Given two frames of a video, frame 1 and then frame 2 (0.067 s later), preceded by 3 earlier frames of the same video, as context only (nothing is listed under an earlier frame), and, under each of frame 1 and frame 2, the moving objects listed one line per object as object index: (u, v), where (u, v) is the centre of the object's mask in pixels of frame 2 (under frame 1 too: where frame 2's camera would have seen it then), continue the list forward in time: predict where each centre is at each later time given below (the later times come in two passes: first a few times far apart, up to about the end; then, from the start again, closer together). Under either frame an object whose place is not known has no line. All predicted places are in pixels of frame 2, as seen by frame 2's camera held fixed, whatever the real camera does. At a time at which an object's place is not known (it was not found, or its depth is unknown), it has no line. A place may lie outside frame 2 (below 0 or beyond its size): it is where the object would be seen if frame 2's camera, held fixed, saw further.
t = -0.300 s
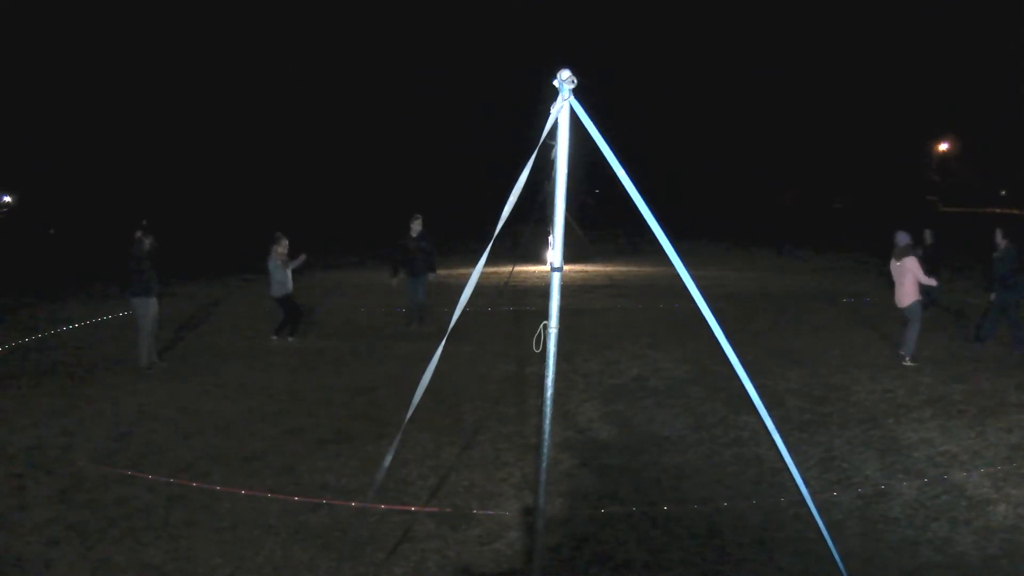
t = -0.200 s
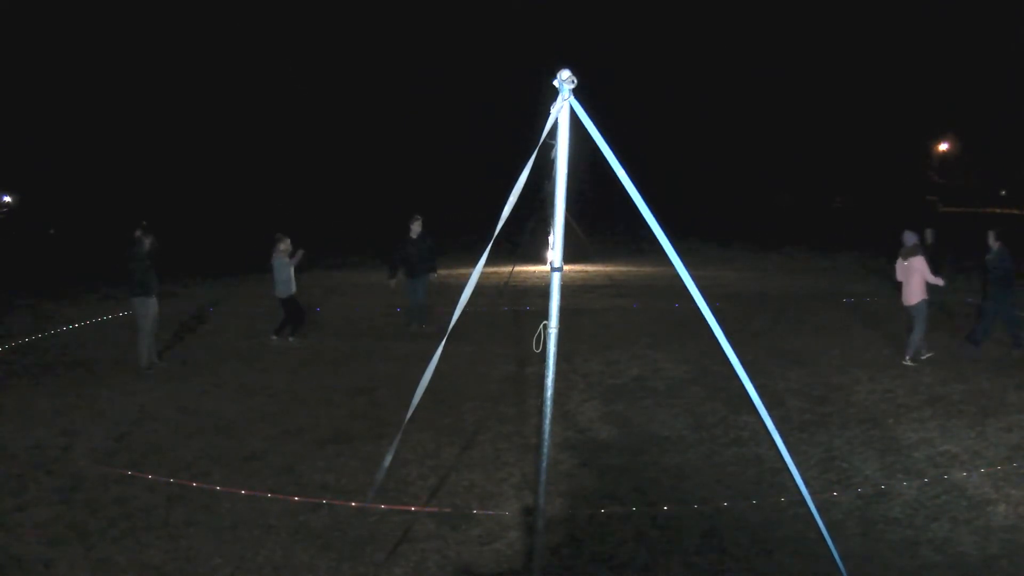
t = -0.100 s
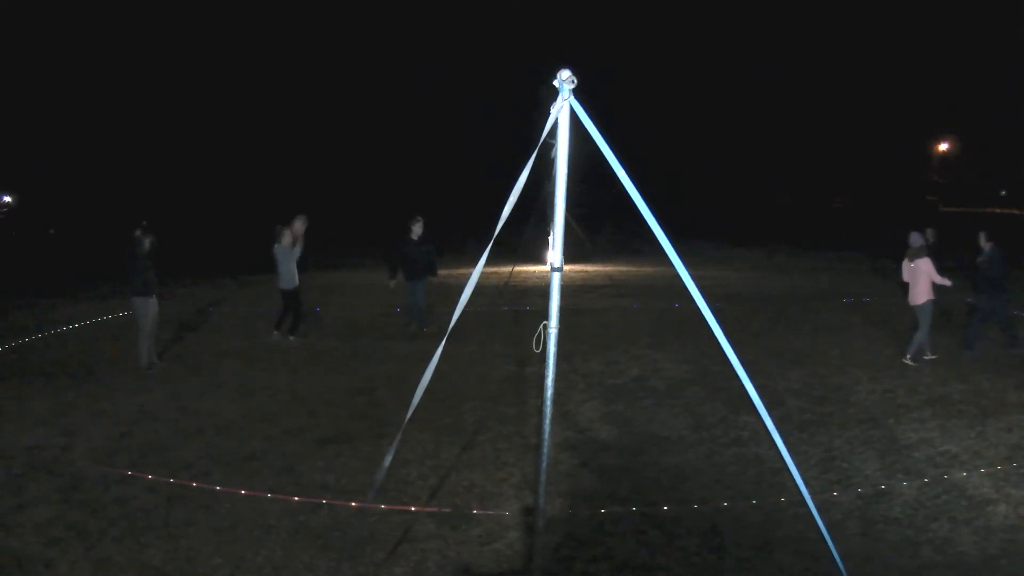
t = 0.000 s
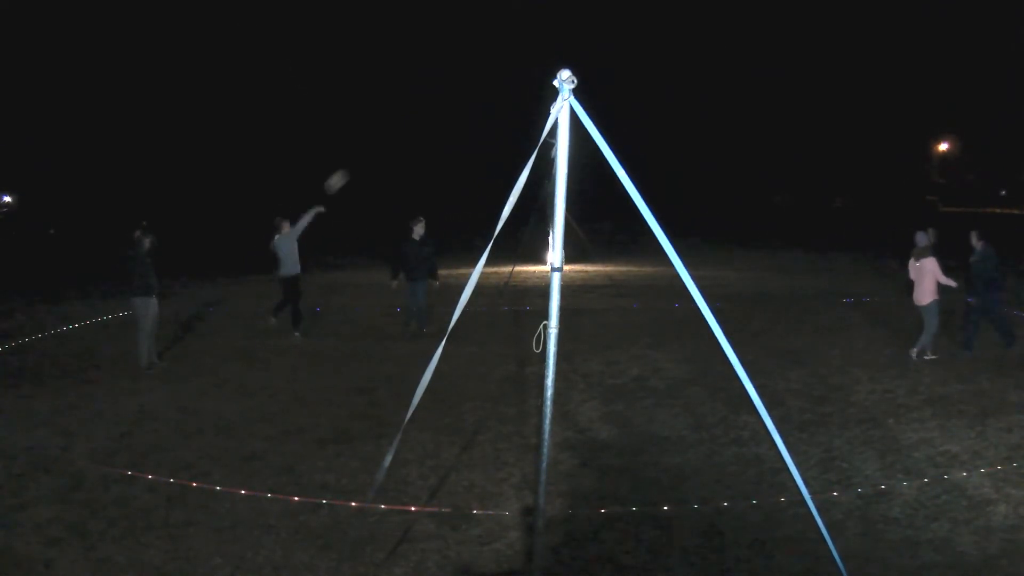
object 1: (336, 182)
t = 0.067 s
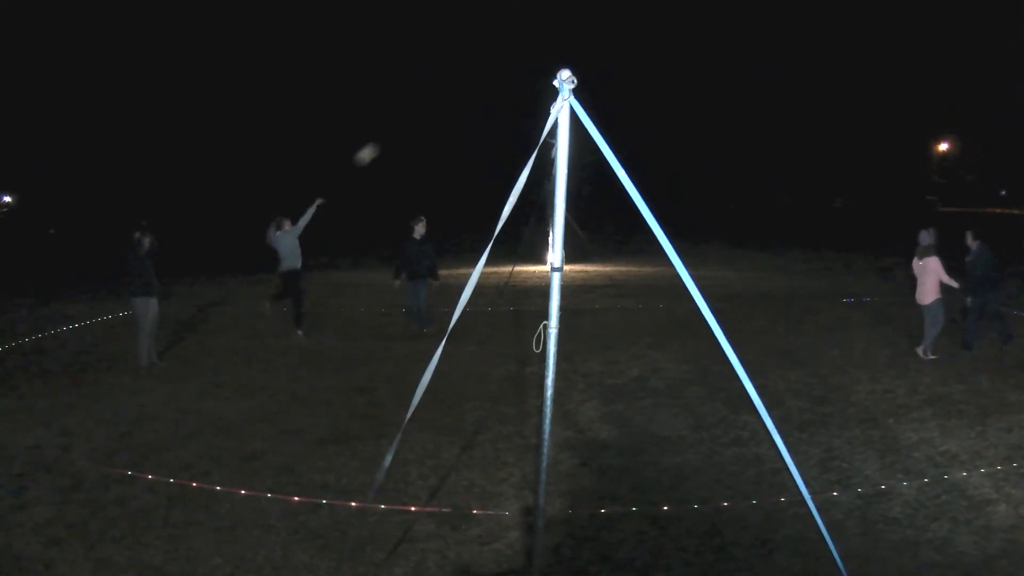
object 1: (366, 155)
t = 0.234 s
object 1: (443, 104)
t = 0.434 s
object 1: (533, 75)
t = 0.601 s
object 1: (605, 73)
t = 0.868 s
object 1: (710, 113)
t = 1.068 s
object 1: (781, 171)
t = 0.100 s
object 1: (382, 142)
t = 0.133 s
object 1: (397, 132)
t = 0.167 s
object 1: (412, 122)
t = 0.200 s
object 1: (428, 112)
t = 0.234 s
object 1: (443, 104)
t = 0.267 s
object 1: (458, 97)
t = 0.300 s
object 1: (474, 91)
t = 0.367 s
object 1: (503, 81)
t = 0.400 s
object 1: (518, 78)
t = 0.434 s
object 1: (533, 75)
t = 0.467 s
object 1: (546, 72)
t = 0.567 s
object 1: (591, 72)
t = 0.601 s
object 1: (605, 73)
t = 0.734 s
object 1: (658, 87)
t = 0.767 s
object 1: (671, 93)
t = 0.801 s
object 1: (684, 99)
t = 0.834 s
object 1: (697, 106)
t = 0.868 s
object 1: (710, 113)
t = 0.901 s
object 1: (722, 121)
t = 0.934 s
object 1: (734, 130)
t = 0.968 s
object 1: (746, 139)
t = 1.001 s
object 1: (758, 149)
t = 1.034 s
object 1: (769, 160)
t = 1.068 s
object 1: (781, 171)
